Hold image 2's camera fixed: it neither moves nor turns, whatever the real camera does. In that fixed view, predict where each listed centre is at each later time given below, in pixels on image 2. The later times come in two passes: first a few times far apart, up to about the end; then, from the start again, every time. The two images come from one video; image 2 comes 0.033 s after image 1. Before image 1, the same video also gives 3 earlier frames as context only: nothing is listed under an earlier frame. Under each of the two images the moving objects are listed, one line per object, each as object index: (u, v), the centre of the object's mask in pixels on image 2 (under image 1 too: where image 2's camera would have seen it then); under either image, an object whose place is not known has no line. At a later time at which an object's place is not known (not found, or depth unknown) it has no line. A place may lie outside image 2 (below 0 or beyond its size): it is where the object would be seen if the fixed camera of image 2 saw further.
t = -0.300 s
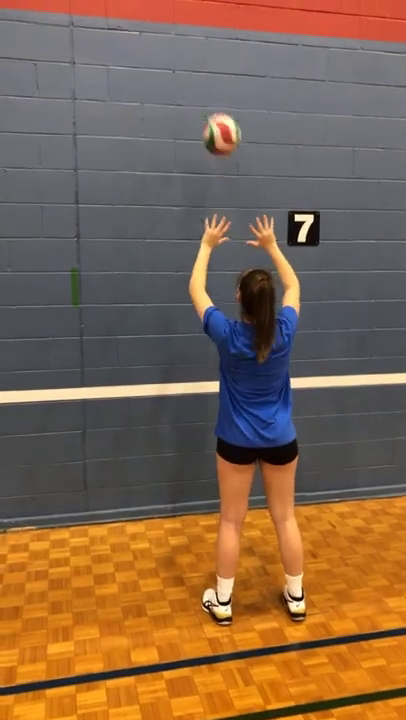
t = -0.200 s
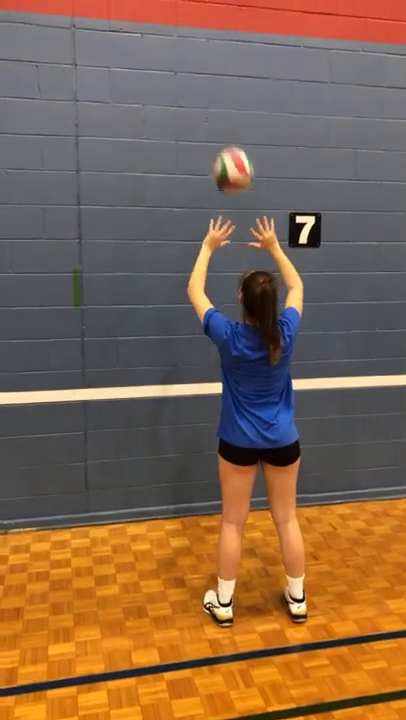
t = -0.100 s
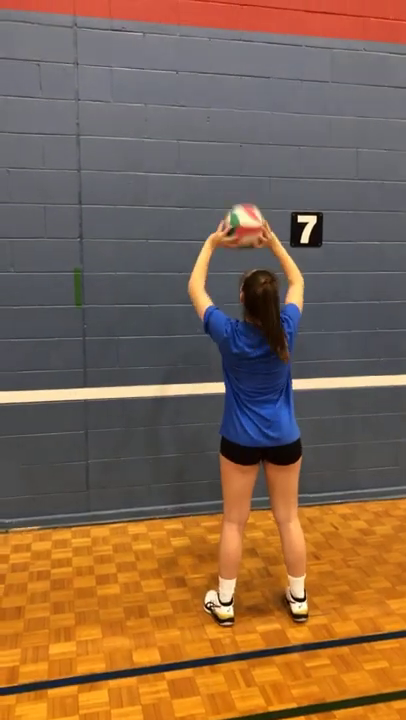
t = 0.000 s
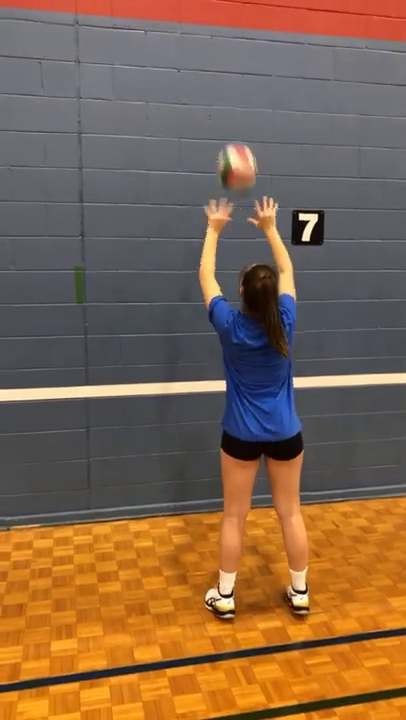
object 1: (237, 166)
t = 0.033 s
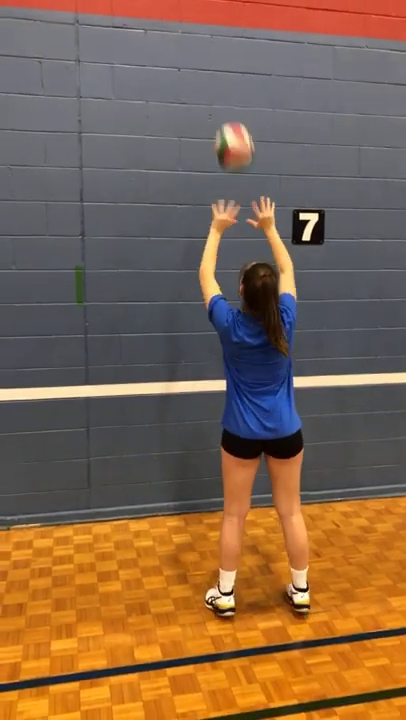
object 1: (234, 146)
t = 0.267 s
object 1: (212, 78)
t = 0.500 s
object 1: (227, 80)
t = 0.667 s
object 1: (246, 142)
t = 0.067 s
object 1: (230, 128)
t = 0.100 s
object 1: (227, 114)
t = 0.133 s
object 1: (223, 102)
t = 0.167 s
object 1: (220, 93)
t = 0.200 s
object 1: (217, 85)
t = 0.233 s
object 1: (215, 80)
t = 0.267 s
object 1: (212, 78)
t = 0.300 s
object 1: (209, 77)
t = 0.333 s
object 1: (212, 73)
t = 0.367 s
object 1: (215, 71)
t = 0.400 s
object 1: (218, 70)
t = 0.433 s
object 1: (221, 72)
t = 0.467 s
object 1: (224, 75)
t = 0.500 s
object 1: (227, 80)
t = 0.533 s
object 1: (231, 88)
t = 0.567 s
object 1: (234, 98)
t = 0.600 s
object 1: (238, 110)
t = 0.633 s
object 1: (241, 125)
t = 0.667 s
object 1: (246, 142)
